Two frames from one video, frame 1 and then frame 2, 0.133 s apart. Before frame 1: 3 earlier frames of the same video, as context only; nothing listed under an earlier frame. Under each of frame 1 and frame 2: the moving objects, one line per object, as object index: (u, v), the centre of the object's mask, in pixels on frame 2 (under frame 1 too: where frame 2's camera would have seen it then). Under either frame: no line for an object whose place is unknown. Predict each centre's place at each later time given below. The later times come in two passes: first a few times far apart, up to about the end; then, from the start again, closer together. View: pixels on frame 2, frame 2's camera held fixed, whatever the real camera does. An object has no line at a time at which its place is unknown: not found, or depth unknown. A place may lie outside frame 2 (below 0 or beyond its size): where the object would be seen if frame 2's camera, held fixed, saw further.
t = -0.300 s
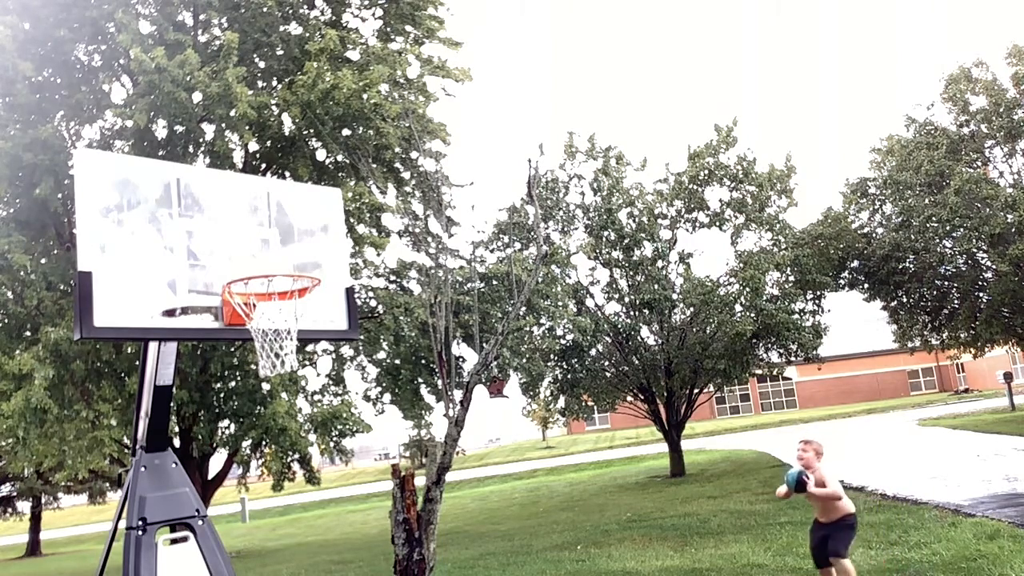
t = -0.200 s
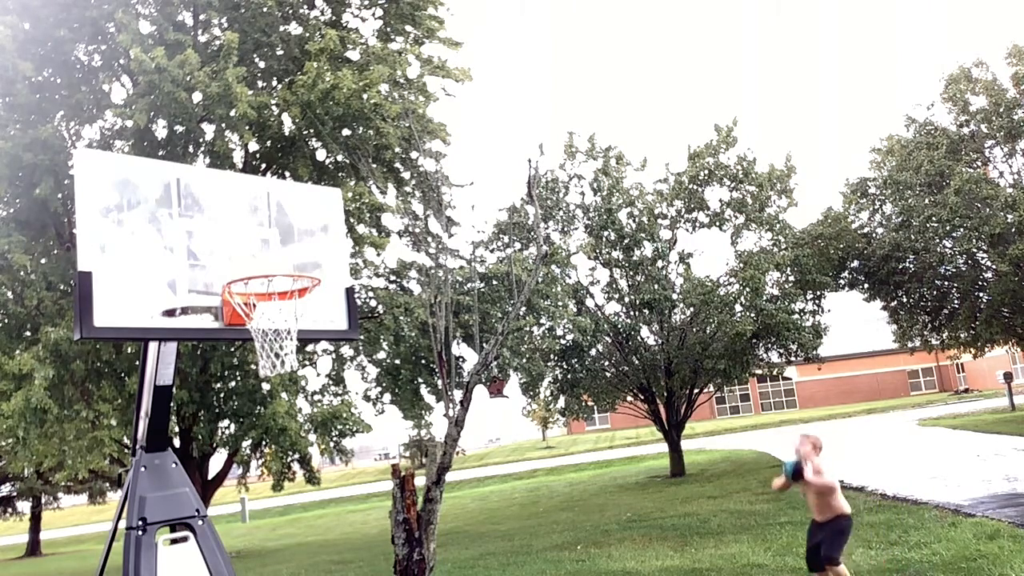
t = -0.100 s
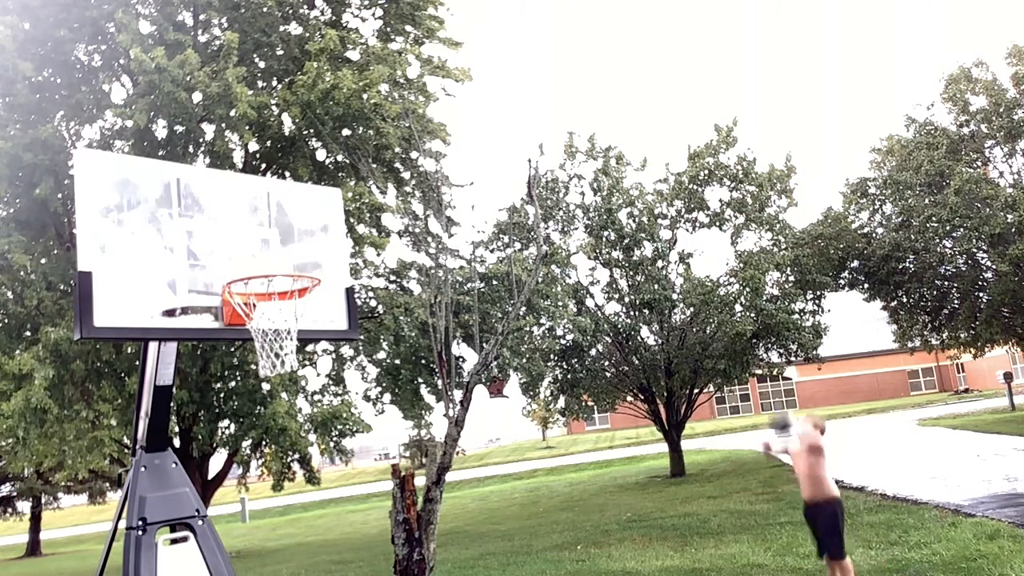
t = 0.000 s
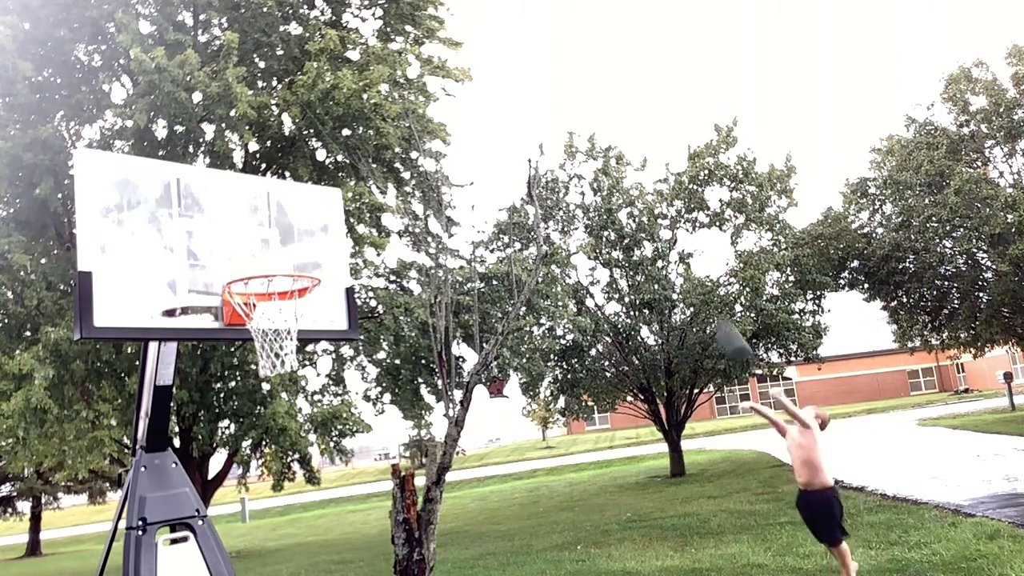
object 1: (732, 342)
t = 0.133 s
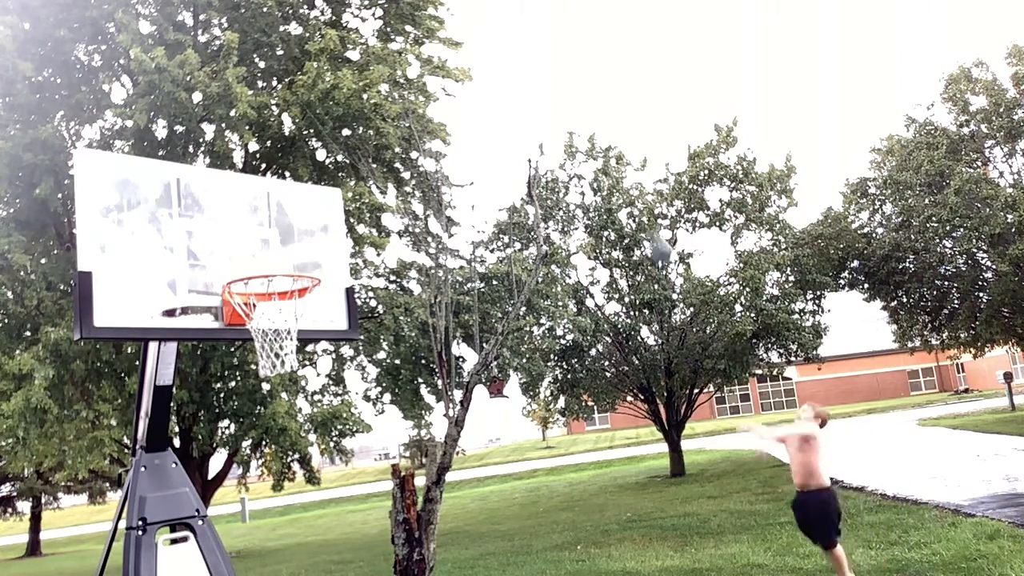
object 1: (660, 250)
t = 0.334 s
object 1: (556, 164)
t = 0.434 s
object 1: (501, 140)
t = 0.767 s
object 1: (317, 168)
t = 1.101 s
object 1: (151, 358)
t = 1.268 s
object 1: (126, 487)
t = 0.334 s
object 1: (556, 164)
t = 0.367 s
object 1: (536, 156)
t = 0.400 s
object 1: (519, 147)
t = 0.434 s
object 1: (501, 140)
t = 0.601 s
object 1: (414, 129)
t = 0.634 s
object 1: (395, 134)
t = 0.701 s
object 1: (359, 145)
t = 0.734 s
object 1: (343, 153)
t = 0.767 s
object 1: (317, 168)
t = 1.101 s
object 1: (151, 358)
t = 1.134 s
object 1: (144, 382)
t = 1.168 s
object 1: (141, 400)
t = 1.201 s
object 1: (134, 424)
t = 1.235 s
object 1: (127, 454)
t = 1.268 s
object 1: (126, 487)
